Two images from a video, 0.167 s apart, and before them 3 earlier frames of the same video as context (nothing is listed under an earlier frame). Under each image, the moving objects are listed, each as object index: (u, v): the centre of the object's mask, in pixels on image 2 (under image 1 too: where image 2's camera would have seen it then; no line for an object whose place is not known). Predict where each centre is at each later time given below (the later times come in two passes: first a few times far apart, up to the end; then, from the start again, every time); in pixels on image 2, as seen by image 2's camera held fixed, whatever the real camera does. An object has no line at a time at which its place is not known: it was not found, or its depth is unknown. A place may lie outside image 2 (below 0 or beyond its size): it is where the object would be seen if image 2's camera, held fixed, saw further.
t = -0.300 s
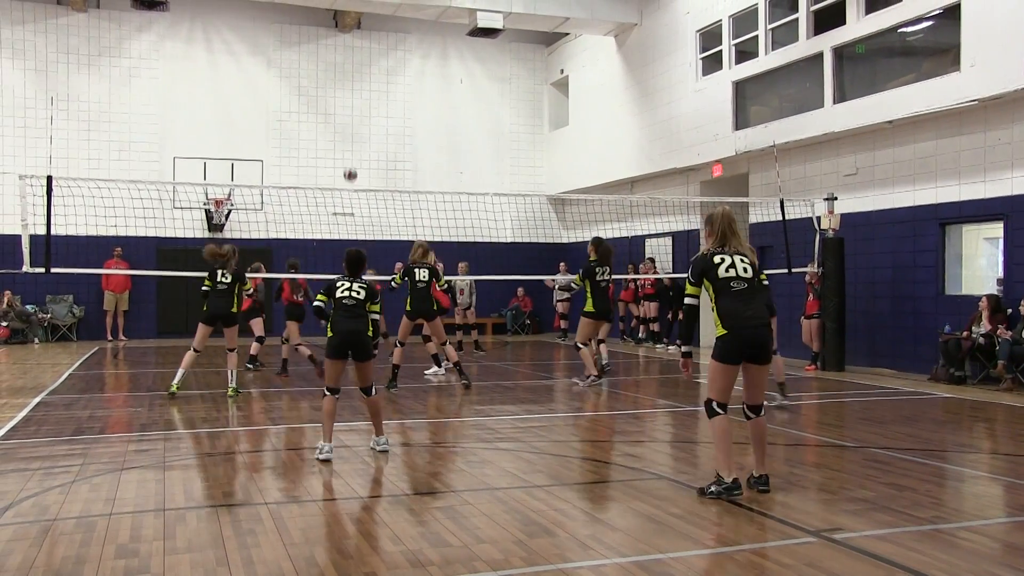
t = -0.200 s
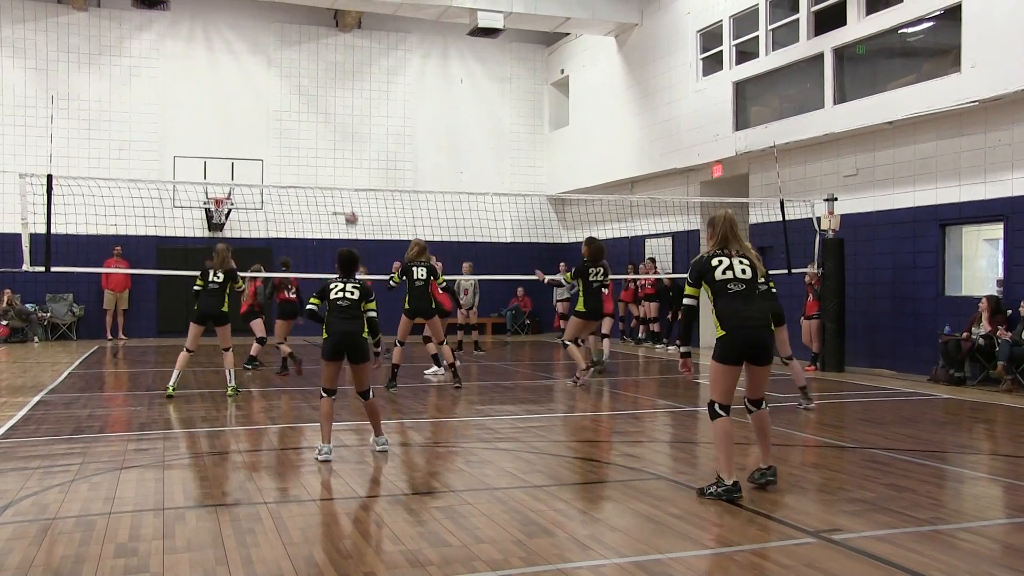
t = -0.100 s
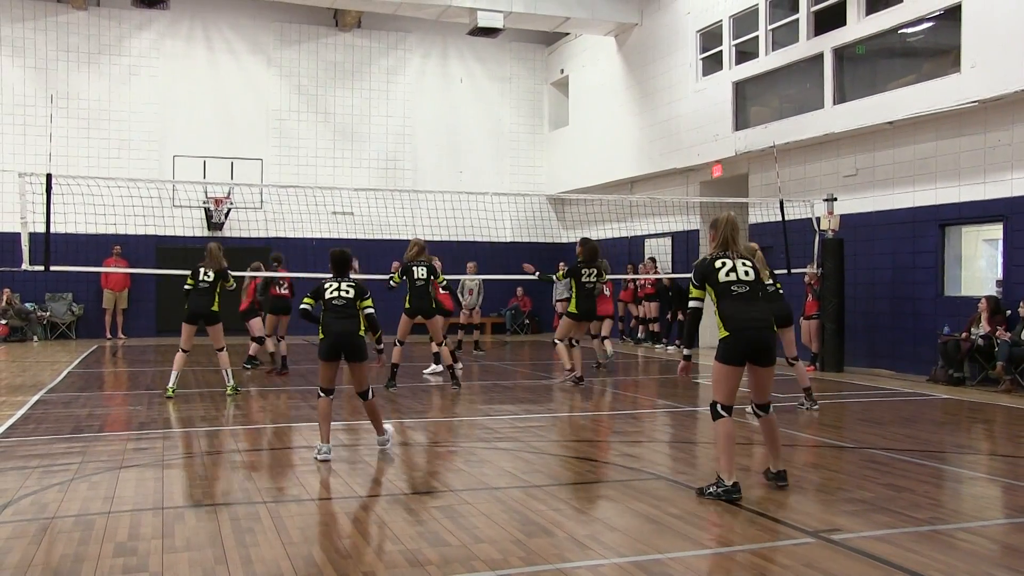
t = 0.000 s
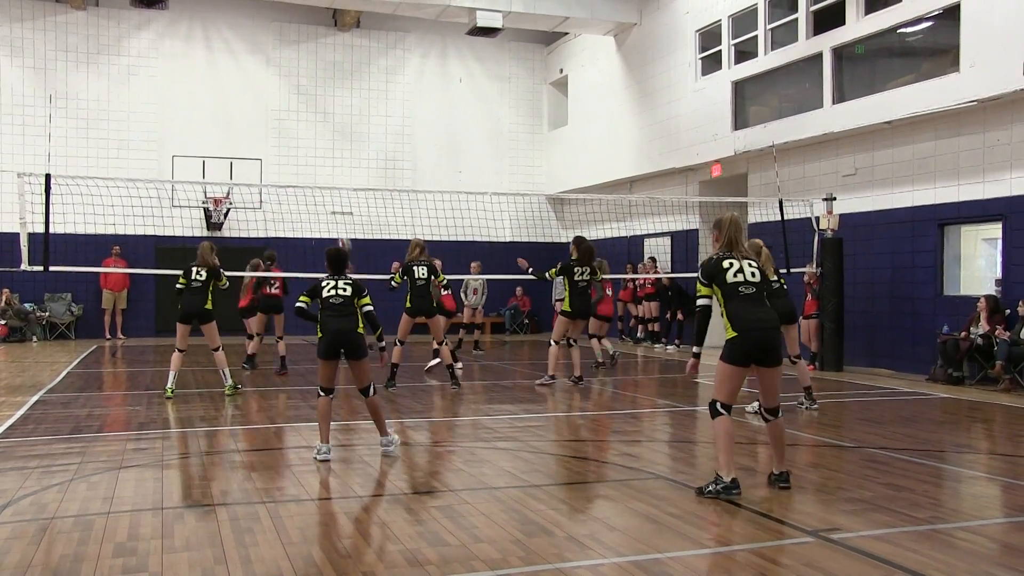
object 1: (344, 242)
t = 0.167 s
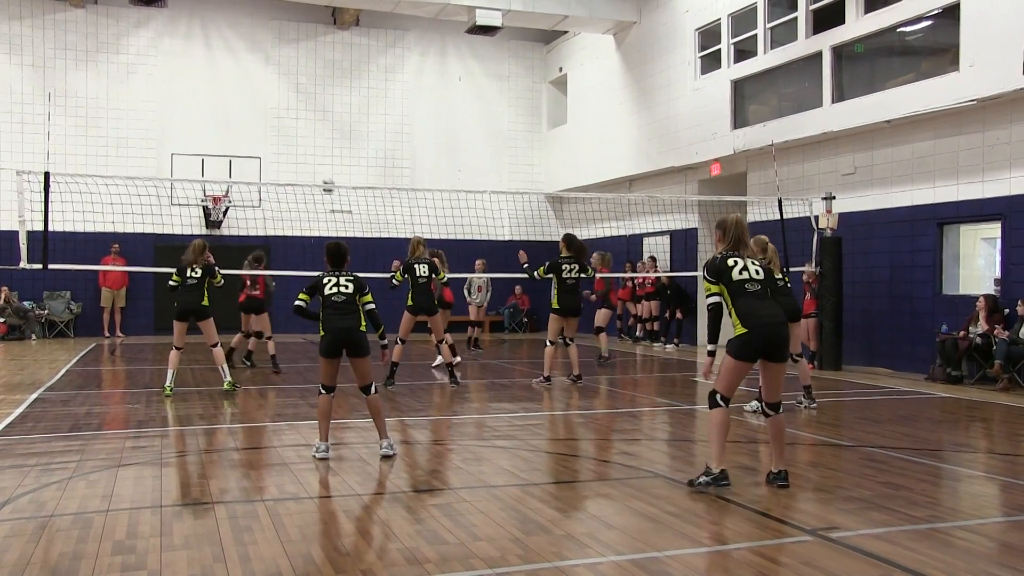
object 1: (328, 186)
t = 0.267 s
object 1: (318, 160)
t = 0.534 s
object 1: (291, 121)
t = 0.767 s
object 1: (267, 126)
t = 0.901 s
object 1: (252, 145)
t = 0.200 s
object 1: (325, 177)
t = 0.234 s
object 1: (322, 168)
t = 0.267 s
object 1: (318, 160)
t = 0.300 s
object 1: (315, 153)
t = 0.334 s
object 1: (312, 146)
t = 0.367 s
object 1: (308, 140)
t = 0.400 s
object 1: (305, 135)
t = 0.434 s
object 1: (301, 130)
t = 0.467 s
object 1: (298, 127)
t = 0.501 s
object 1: (295, 123)
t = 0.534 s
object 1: (291, 121)
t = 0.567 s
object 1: (288, 119)
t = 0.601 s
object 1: (284, 118)
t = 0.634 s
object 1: (280, 118)
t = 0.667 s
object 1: (277, 119)
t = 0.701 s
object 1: (273, 120)
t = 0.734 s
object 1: (270, 122)
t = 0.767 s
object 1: (267, 126)
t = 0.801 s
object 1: (263, 129)
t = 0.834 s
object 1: (259, 134)
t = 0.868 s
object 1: (256, 139)
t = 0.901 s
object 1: (252, 145)
